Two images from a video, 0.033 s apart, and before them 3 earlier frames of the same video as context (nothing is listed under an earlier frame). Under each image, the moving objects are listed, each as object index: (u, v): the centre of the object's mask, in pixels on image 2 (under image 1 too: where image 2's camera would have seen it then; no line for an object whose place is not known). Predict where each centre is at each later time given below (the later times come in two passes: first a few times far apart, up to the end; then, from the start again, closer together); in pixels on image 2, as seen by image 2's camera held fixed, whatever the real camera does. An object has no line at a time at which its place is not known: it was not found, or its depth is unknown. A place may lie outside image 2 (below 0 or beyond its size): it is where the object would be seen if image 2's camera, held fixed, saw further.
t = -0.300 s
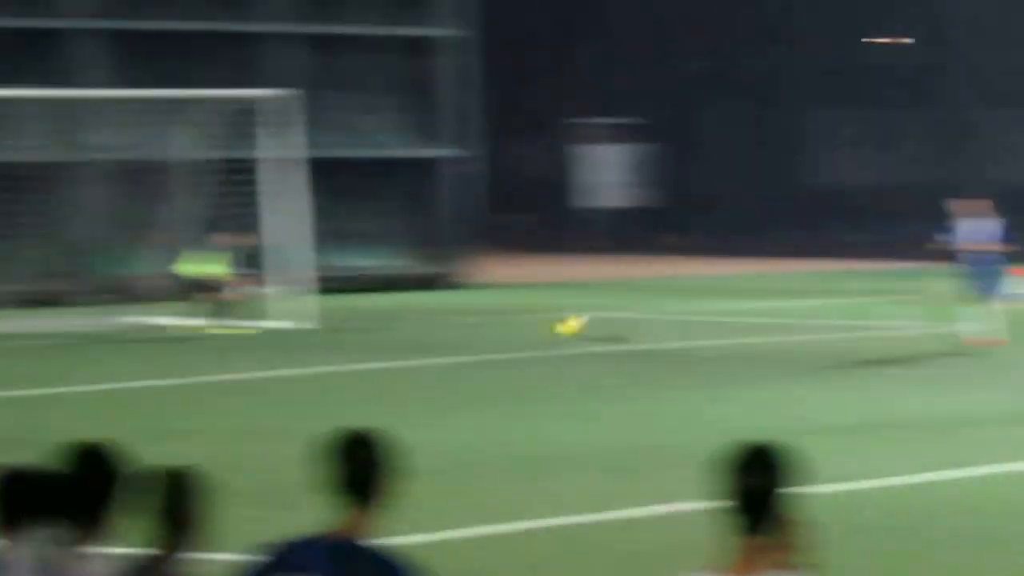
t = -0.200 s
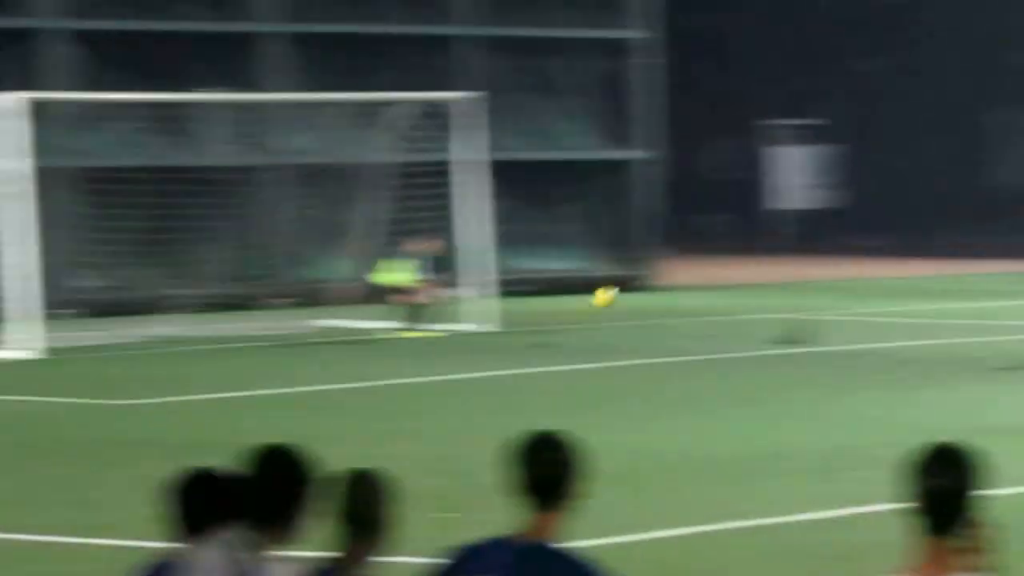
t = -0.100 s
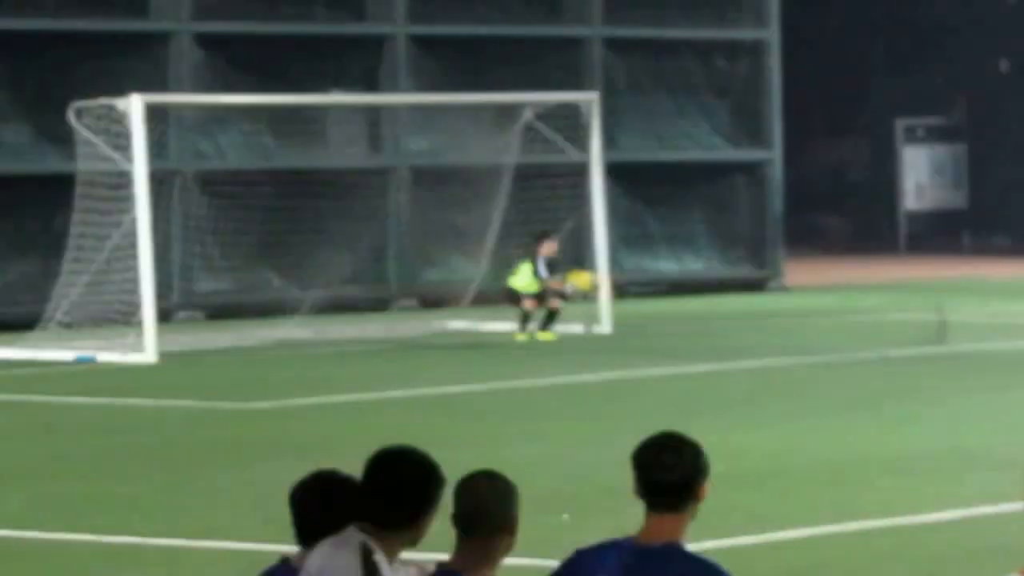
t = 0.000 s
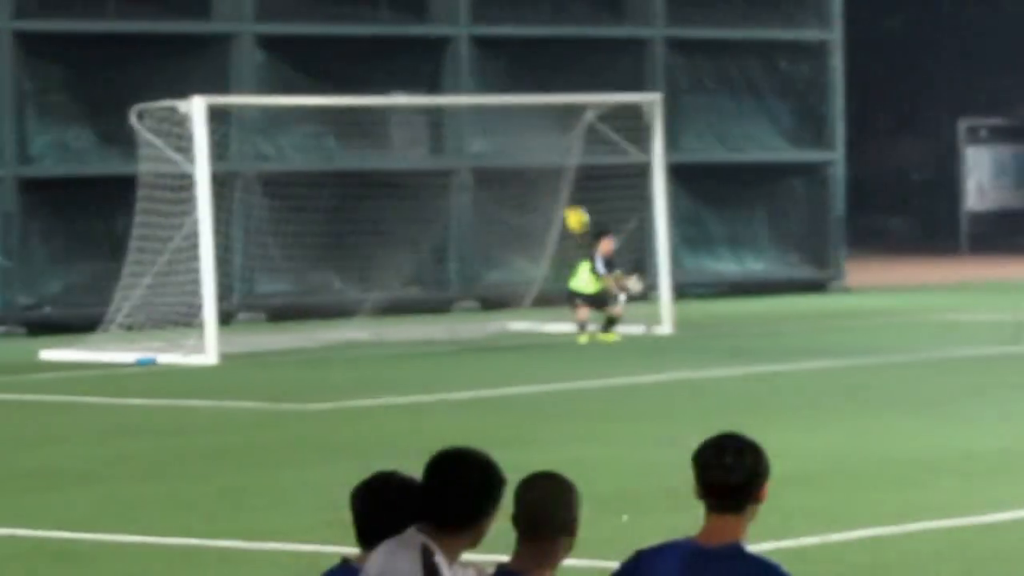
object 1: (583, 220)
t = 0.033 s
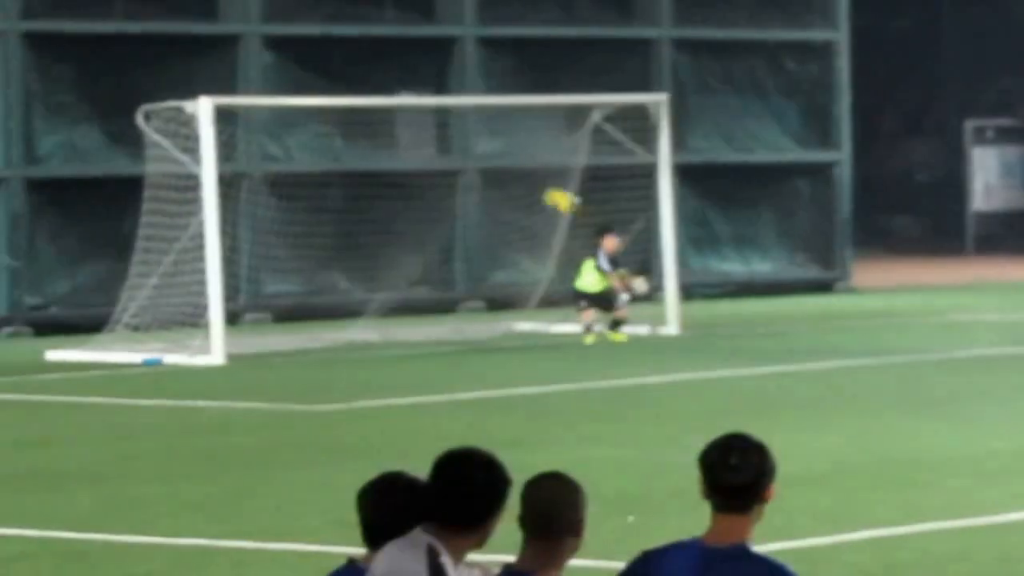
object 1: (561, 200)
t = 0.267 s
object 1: (436, 110)
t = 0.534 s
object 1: (424, 115)
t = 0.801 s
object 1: (421, 198)
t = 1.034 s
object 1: (420, 327)
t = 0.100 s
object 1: (519, 165)
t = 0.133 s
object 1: (499, 150)
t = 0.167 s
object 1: (485, 137)
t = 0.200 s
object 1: (455, 122)
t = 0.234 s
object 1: (445, 114)
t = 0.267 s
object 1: (436, 110)
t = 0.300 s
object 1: (432, 93)
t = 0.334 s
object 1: (431, 92)
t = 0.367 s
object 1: (430, 92)
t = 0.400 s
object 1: (428, 93)
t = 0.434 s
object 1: (428, 94)
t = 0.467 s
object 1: (424, 111)
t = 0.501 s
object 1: (424, 113)
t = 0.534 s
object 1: (424, 115)
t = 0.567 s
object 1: (424, 120)
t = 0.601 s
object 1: (423, 128)
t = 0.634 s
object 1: (423, 136)
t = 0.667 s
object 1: (423, 146)
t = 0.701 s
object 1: (425, 158)
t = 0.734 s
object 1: (423, 170)
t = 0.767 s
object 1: (421, 184)
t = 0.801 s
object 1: (421, 198)
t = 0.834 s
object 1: (420, 213)
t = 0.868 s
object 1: (419, 229)
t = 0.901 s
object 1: (419, 247)
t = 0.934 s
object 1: (419, 266)
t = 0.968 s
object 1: (419, 285)
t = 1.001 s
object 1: (419, 306)
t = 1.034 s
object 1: (420, 327)
